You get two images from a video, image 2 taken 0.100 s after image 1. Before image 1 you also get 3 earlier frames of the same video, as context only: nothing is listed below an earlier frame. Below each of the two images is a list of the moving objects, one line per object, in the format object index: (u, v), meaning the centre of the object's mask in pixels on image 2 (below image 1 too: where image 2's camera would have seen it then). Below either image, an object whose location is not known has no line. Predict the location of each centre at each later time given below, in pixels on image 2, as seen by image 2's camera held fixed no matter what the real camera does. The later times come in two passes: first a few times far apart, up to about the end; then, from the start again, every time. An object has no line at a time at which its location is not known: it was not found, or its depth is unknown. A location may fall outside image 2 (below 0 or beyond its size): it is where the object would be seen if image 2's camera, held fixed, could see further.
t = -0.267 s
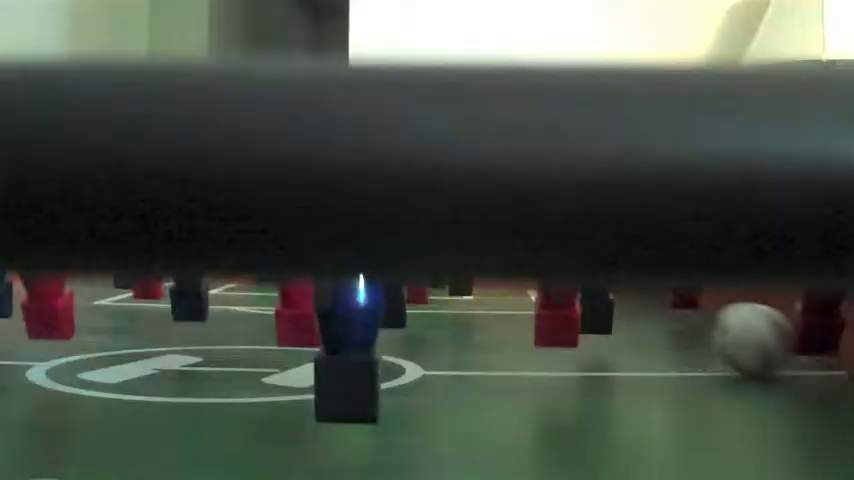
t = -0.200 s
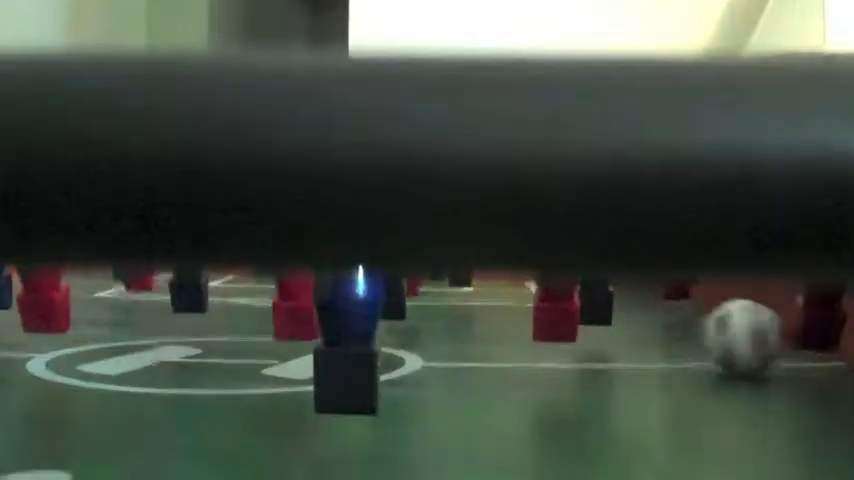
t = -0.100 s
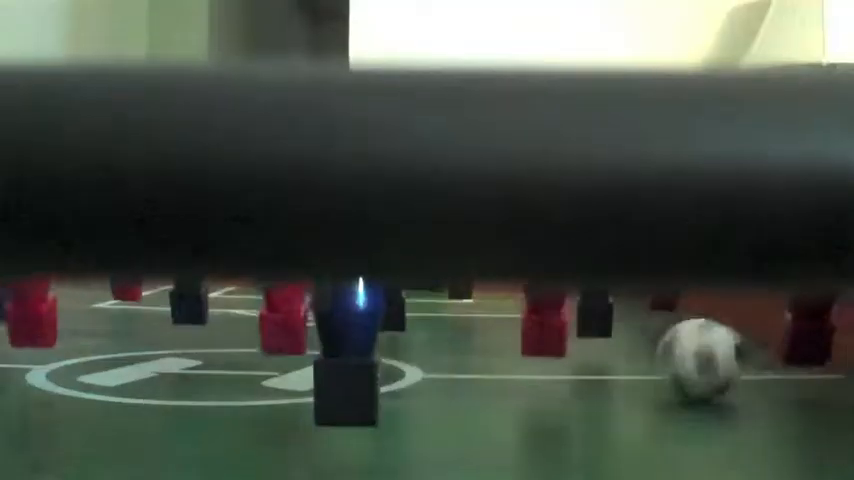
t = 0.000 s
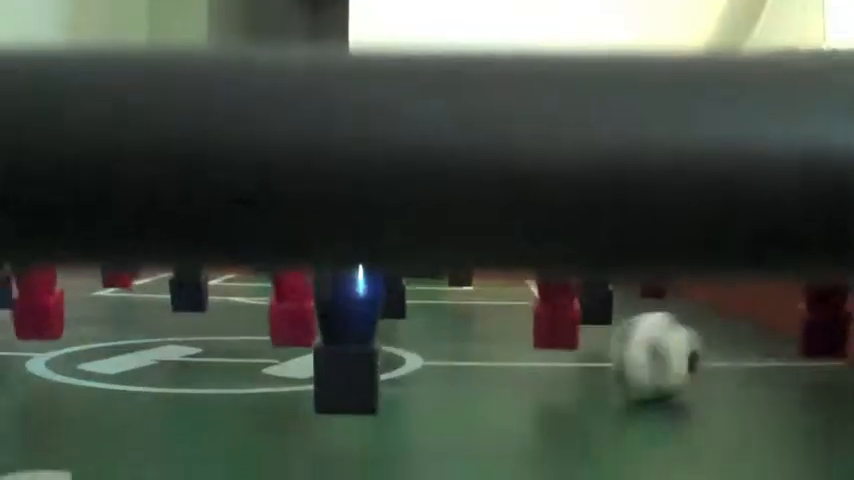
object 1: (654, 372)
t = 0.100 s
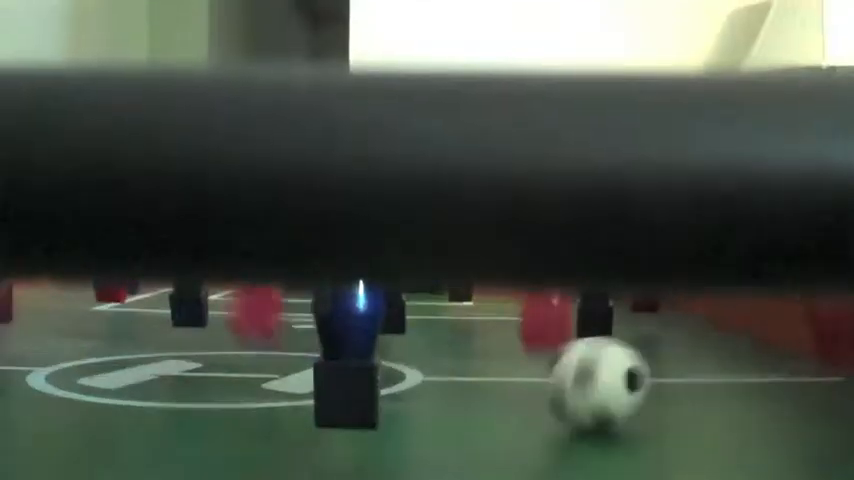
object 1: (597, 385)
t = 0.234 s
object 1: (505, 400)
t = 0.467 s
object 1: (448, 429)
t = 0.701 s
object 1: (433, 451)
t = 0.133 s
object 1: (577, 387)
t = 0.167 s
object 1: (555, 391)
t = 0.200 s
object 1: (531, 395)
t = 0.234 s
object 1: (505, 400)
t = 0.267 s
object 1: (476, 405)
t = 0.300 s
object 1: (446, 408)
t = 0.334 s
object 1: (444, 417)
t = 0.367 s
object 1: (447, 422)
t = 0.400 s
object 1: (448, 426)
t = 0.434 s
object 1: (447, 427)
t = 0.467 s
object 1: (448, 429)
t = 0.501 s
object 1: (448, 435)
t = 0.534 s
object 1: (446, 439)
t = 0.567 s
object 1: (444, 439)
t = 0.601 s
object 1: (442, 439)
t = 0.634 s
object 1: (440, 441)
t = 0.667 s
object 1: (436, 447)
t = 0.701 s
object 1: (433, 451)
